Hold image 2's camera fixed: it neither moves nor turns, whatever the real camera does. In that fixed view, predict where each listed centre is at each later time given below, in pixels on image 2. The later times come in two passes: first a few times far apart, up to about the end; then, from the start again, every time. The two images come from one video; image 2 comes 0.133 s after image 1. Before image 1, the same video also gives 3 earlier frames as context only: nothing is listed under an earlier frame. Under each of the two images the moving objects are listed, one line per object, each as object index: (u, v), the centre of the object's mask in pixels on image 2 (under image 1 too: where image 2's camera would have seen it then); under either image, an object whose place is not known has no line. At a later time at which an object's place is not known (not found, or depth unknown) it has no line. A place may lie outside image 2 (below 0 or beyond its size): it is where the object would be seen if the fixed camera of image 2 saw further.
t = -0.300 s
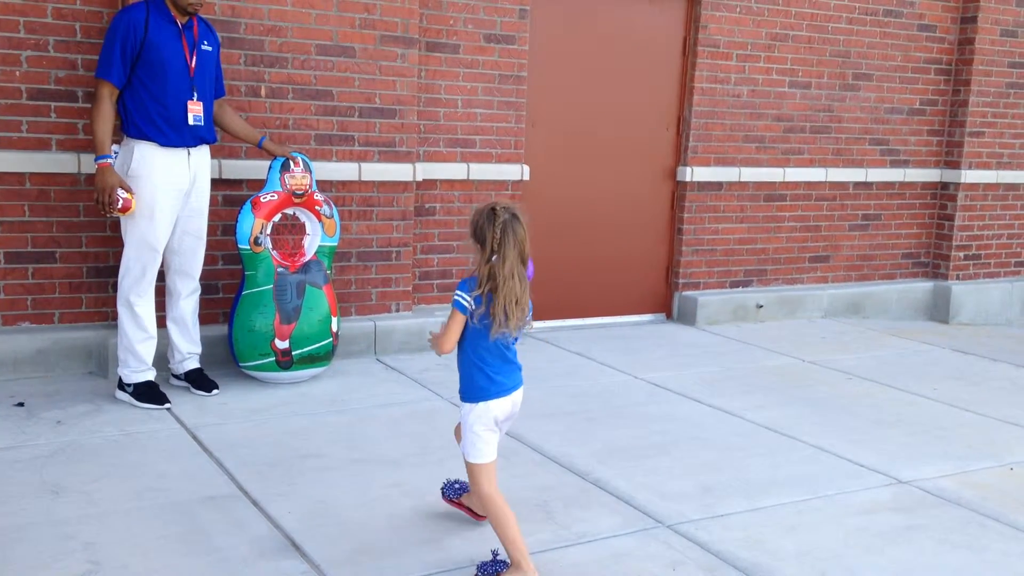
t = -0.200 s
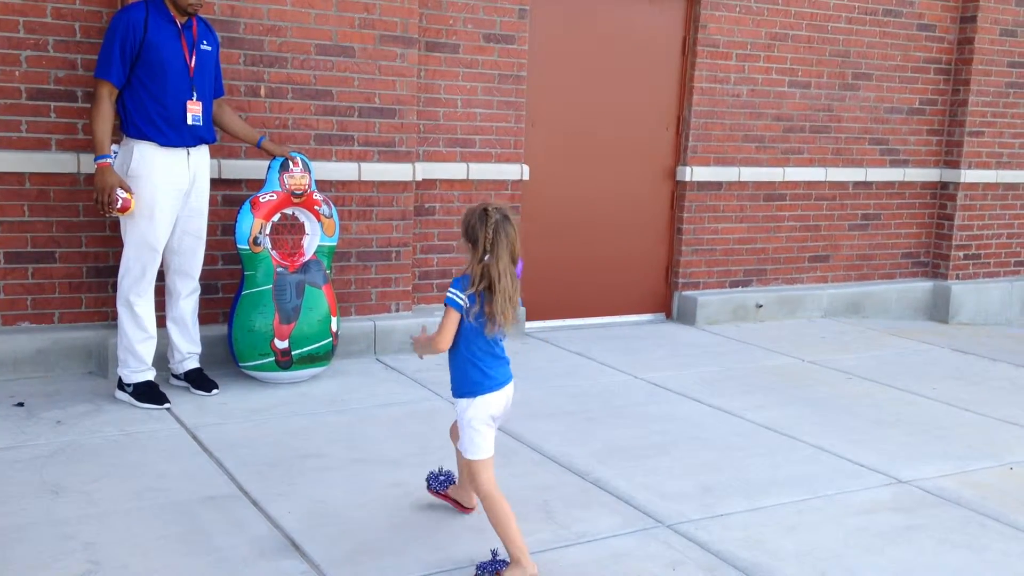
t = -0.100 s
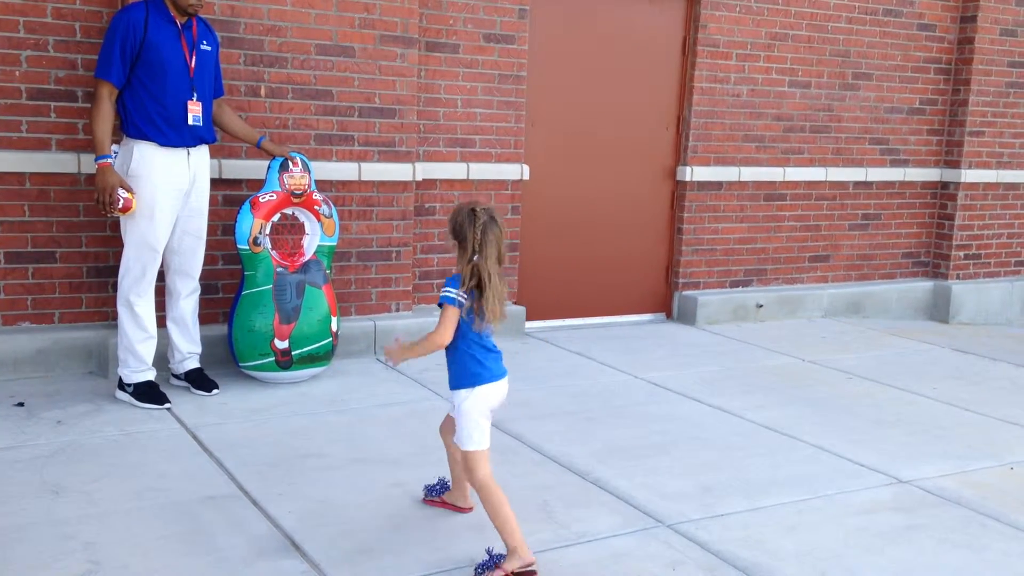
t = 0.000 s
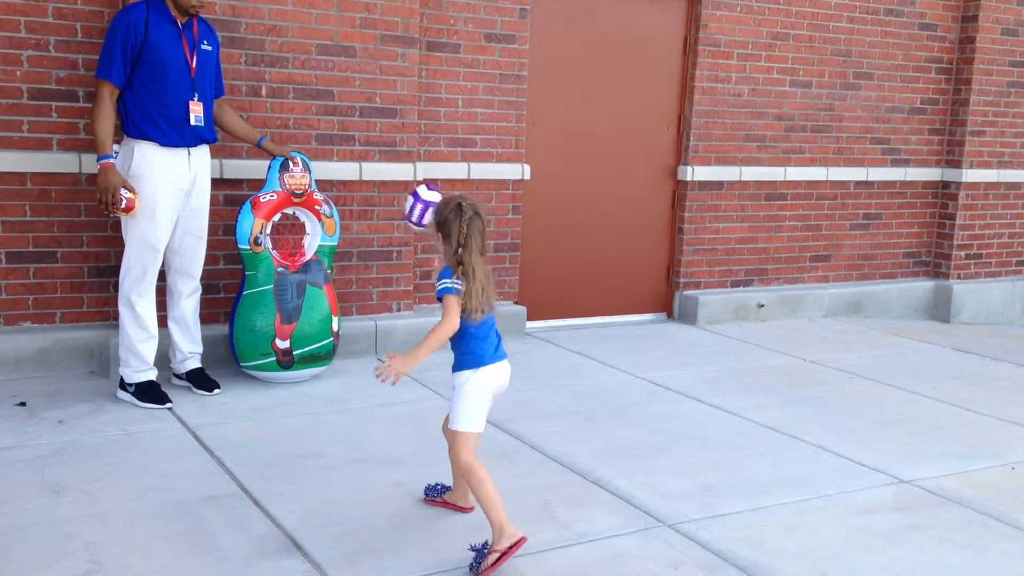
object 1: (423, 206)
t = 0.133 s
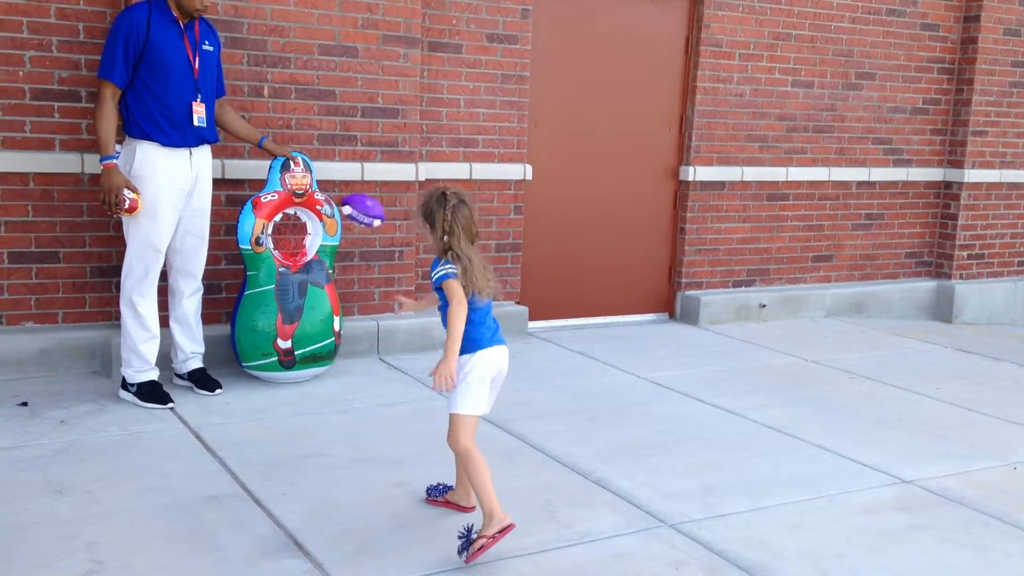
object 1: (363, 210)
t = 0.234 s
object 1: (323, 238)
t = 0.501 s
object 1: (263, 258)
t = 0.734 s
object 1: (221, 306)
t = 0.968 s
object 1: (168, 480)
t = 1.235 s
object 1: (133, 476)
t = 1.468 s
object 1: (101, 550)
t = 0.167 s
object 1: (349, 217)
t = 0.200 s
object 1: (336, 226)
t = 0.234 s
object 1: (323, 238)
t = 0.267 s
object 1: (309, 252)
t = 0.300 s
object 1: (298, 266)
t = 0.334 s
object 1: (287, 283)
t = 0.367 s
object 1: (282, 285)
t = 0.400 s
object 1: (278, 275)
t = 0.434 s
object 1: (273, 267)
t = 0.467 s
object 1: (268, 262)
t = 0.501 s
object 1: (263, 258)
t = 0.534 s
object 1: (258, 257)
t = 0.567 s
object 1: (252, 258)
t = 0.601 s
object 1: (246, 262)
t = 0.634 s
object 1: (241, 268)
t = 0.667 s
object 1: (235, 277)
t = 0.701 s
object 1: (228, 290)
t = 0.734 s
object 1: (221, 306)
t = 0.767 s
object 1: (215, 325)
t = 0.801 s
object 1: (209, 348)
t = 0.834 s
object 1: (200, 376)
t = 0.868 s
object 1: (190, 406)
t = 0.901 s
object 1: (182, 441)
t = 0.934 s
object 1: (173, 482)
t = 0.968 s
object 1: (168, 480)
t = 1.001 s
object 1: (165, 470)
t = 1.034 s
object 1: (160, 461)
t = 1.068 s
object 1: (156, 455)
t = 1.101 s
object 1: (152, 453)
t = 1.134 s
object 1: (148, 454)
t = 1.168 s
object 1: (143, 457)
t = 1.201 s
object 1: (139, 465)
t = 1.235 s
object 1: (133, 476)
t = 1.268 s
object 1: (128, 490)
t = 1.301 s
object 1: (122, 509)
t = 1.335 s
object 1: (117, 531)
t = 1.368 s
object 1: (112, 554)
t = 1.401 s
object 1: (109, 549)
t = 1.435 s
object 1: (105, 548)
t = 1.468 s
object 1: (101, 550)
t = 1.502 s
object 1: (97, 554)
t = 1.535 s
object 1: (93, 560)
